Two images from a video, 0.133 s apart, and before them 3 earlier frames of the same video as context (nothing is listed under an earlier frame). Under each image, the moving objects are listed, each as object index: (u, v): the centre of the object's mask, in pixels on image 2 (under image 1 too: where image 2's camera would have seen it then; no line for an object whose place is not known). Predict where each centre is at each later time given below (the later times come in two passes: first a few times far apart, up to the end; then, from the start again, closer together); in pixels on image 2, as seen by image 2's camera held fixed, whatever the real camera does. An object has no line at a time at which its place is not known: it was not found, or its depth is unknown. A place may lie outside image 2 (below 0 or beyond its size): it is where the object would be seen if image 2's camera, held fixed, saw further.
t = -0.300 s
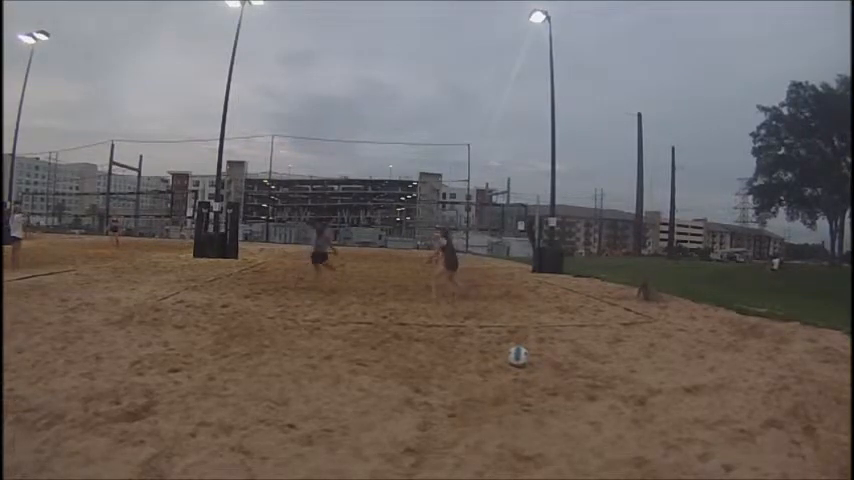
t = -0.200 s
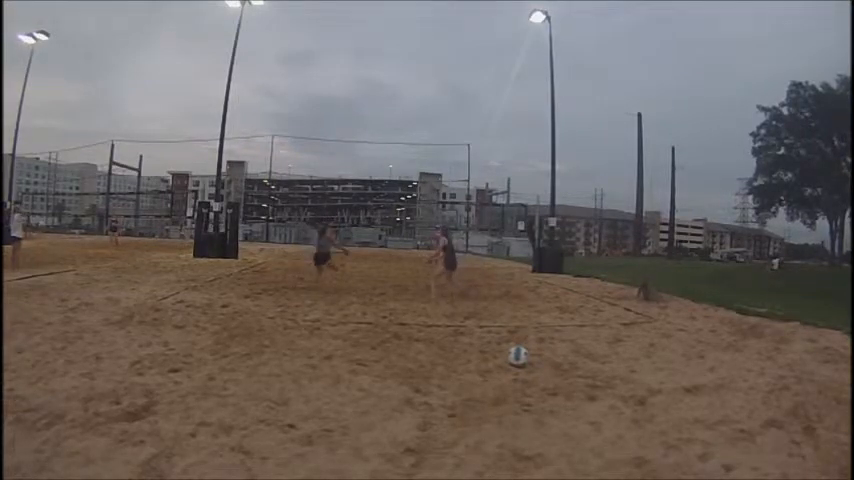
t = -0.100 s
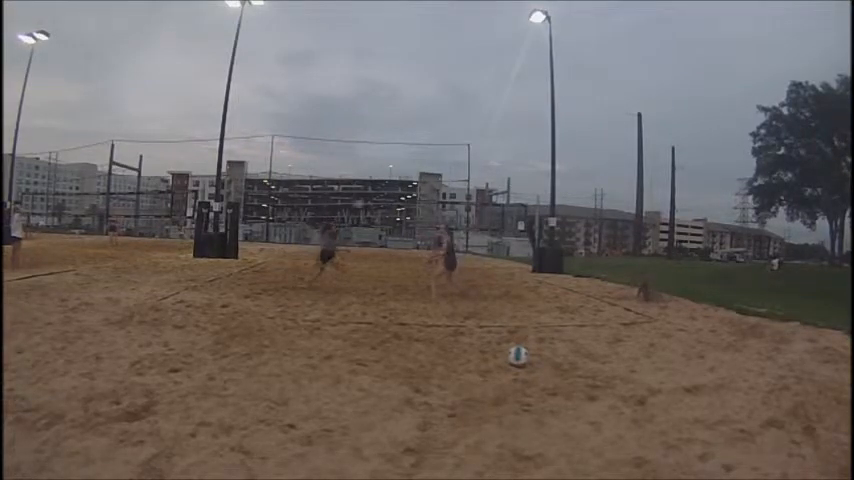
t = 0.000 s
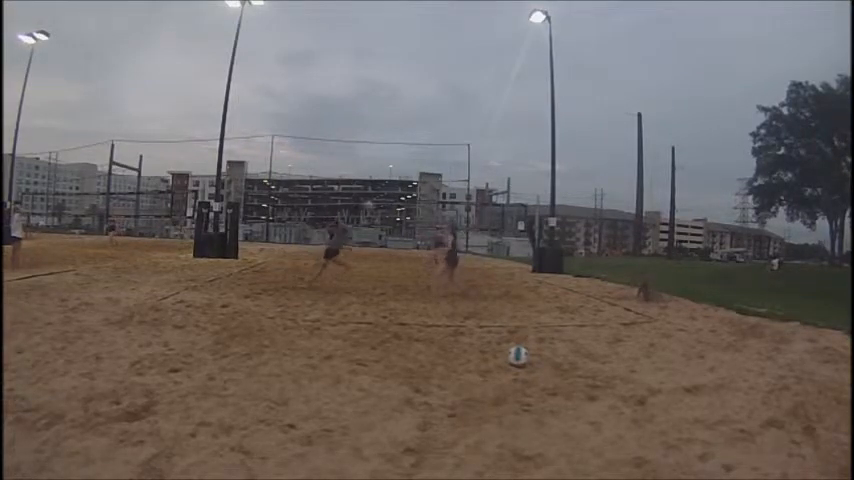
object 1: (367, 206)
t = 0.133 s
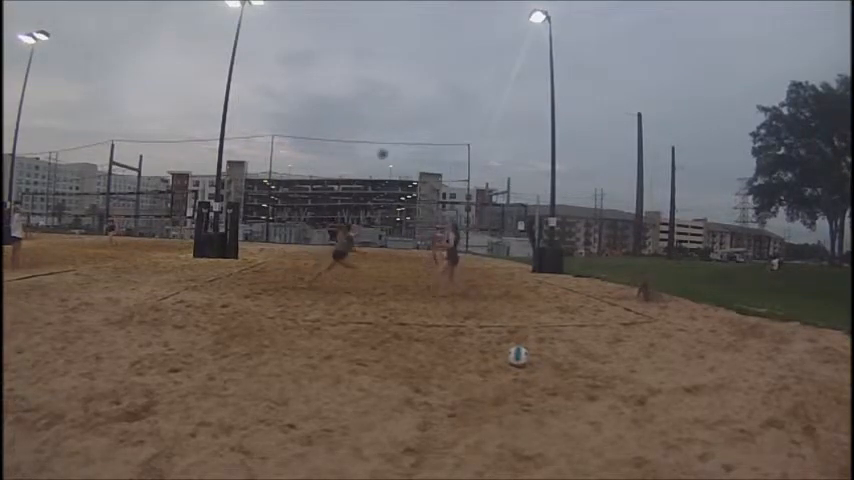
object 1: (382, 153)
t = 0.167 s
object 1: (387, 141)
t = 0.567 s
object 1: (420, 52)
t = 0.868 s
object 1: (438, 34)
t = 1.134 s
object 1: (453, 45)
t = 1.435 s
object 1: (465, 91)
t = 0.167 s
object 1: (387, 141)
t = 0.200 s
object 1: (389, 131)
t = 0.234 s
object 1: (392, 121)
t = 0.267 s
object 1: (395, 111)
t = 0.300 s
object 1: (398, 101)
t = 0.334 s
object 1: (401, 94)
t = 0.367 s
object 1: (404, 86)
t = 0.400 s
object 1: (407, 79)
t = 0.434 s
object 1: (409, 73)
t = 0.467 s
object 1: (412, 67)
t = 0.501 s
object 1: (414, 61)
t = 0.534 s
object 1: (417, 56)
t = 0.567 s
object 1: (420, 52)
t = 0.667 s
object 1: (426, 42)
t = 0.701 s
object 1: (428, 40)
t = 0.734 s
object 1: (431, 38)
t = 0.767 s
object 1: (433, 36)
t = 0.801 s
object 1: (435, 35)
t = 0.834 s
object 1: (437, 35)
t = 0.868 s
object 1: (438, 34)
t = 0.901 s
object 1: (440, 33)
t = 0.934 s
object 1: (442, 34)
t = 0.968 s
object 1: (444, 35)
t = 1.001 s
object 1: (445, 36)
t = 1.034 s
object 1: (447, 38)
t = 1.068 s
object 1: (450, 40)
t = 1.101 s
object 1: (451, 42)
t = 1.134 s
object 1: (453, 45)
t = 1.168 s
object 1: (454, 48)
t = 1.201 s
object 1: (456, 52)
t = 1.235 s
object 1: (457, 56)
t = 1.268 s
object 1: (459, 61)
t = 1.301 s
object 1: (461, 66)
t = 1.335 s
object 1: (462, 72)
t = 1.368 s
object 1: (463, 78)
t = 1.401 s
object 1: (464, 85)
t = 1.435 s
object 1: (465, 91)
